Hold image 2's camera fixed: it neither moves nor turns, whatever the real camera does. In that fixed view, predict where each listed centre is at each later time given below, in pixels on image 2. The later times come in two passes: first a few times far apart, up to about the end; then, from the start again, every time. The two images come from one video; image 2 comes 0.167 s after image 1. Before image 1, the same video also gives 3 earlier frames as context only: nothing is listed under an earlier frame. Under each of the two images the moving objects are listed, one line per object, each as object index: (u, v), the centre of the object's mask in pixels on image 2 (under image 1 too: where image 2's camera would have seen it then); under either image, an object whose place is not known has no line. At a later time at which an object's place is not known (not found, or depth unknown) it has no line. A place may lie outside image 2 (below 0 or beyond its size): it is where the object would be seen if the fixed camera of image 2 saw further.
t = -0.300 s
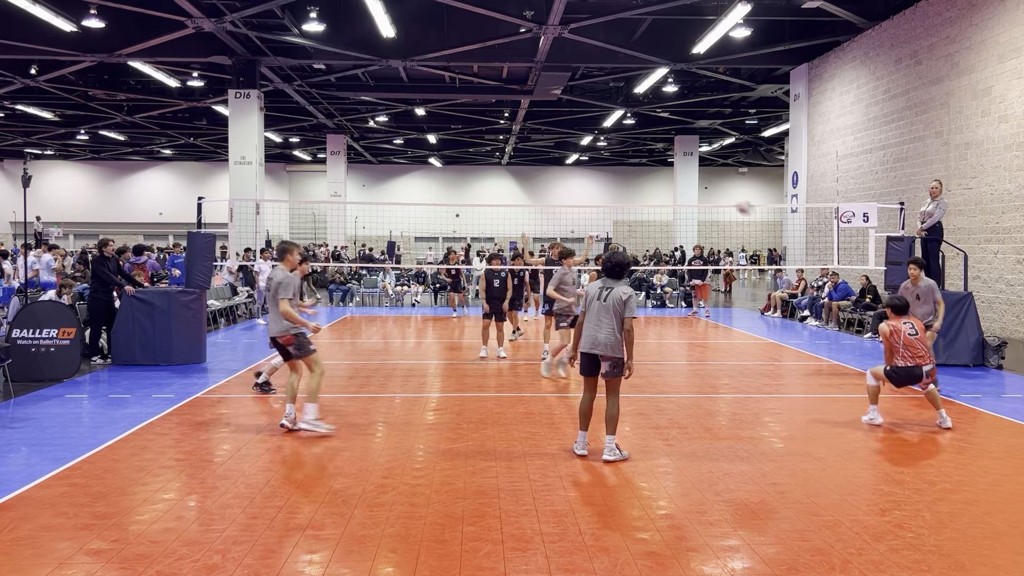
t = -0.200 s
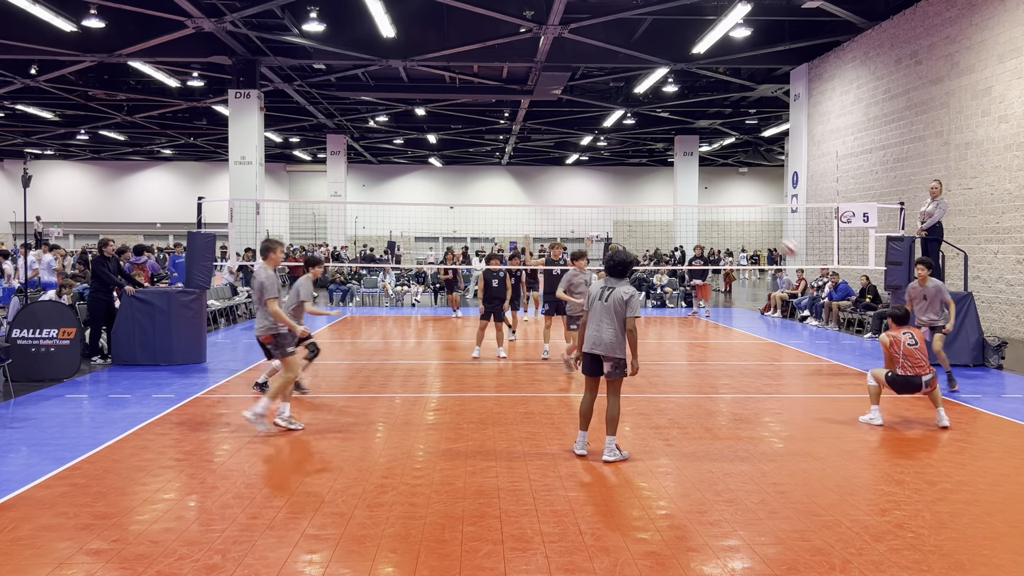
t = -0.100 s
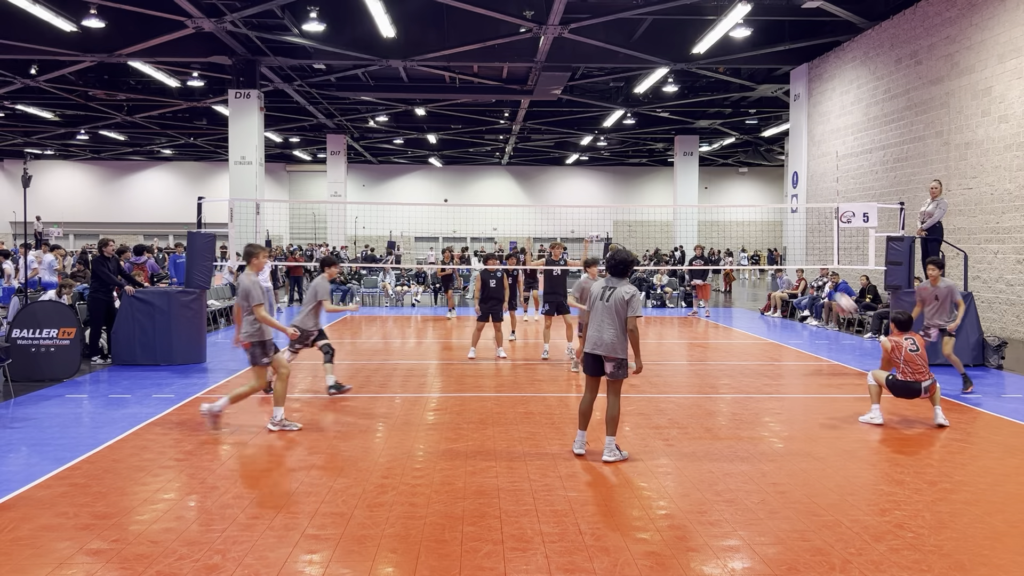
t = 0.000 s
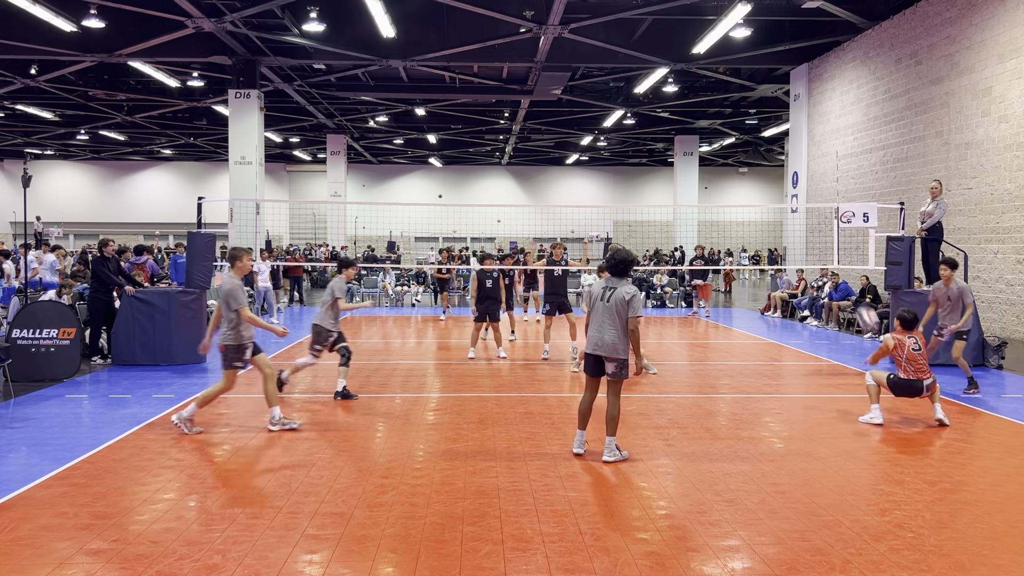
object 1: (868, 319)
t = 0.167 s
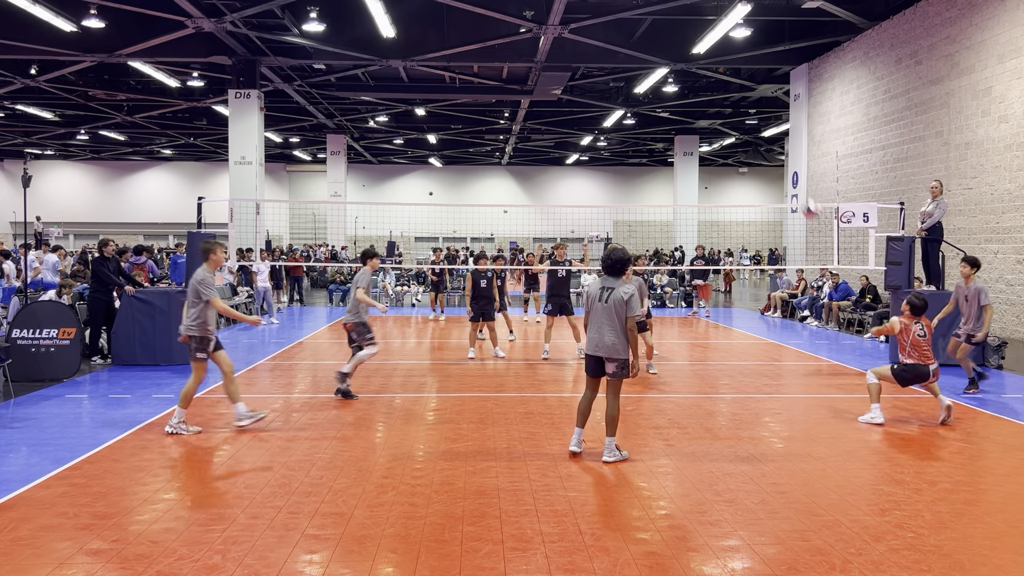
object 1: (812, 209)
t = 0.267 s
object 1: (779, 159)
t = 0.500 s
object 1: (716, 85)
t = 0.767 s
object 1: (651, 60)
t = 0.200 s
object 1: (800, 192)
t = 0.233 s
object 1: (788, 174)
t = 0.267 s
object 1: (779, 159)
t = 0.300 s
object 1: (770, 146)
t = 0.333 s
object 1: (760, 133)
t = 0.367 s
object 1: (751, 121)
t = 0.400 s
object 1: (742, 110)
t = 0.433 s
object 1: (733, 101)
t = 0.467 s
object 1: (724, 92)
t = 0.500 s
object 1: (716, 85)
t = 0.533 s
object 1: (707, 79)
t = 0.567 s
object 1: (698, 73)
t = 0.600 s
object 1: (690, 69)
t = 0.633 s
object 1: (682, 65)
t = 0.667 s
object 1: (674, 62)
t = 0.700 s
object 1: (666, 60)
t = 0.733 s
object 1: (658, 60)
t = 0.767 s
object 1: (651, 60)
